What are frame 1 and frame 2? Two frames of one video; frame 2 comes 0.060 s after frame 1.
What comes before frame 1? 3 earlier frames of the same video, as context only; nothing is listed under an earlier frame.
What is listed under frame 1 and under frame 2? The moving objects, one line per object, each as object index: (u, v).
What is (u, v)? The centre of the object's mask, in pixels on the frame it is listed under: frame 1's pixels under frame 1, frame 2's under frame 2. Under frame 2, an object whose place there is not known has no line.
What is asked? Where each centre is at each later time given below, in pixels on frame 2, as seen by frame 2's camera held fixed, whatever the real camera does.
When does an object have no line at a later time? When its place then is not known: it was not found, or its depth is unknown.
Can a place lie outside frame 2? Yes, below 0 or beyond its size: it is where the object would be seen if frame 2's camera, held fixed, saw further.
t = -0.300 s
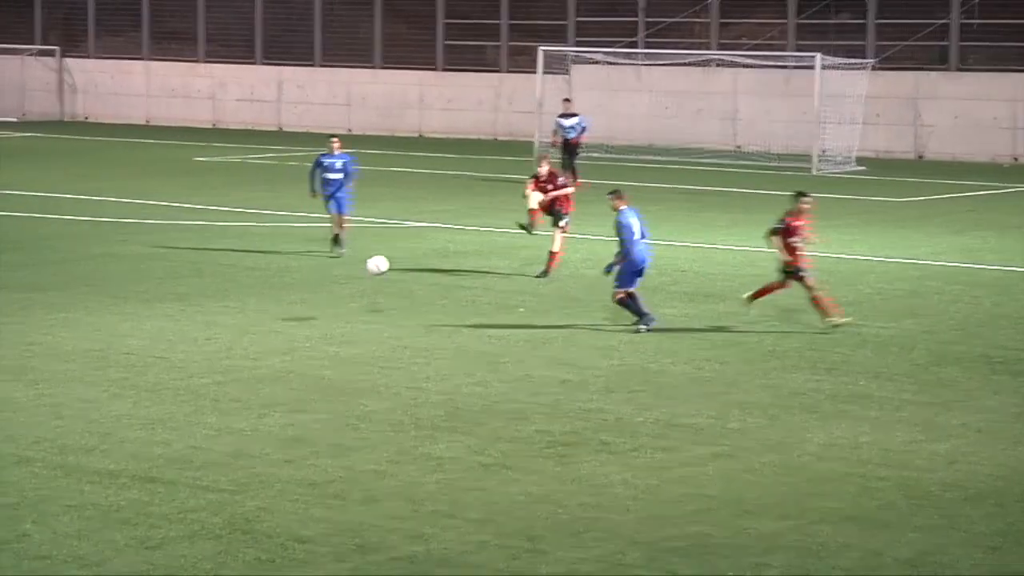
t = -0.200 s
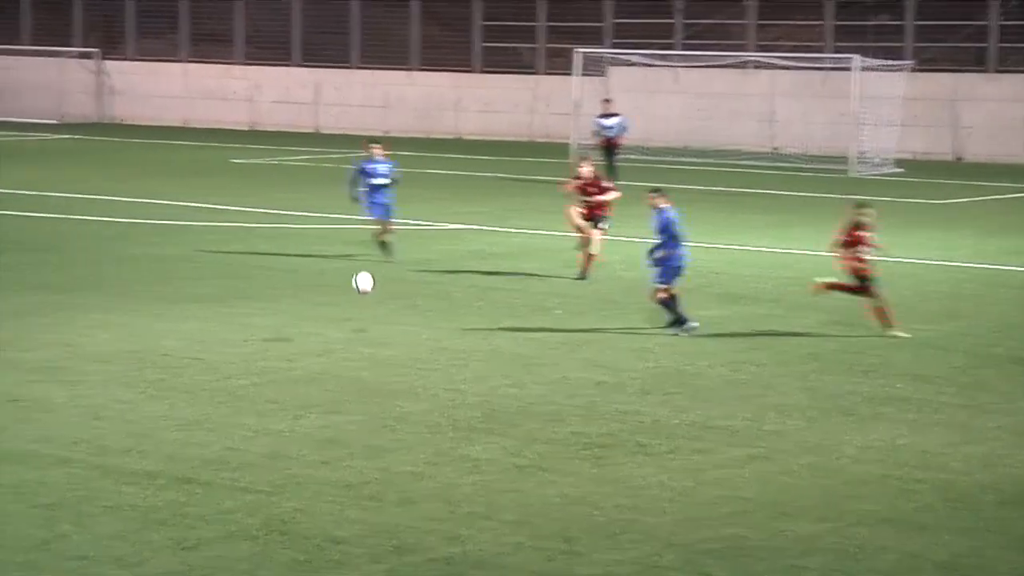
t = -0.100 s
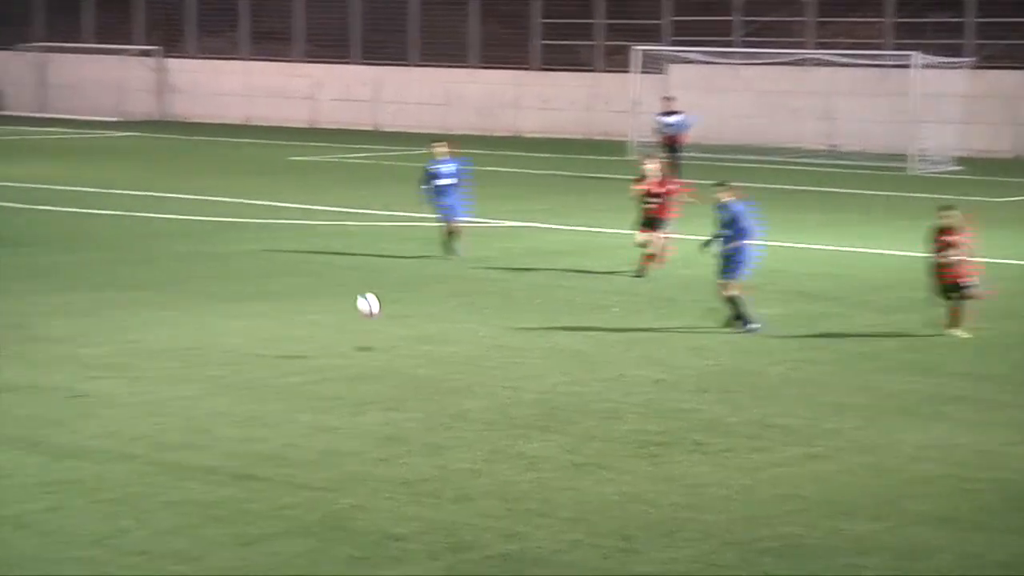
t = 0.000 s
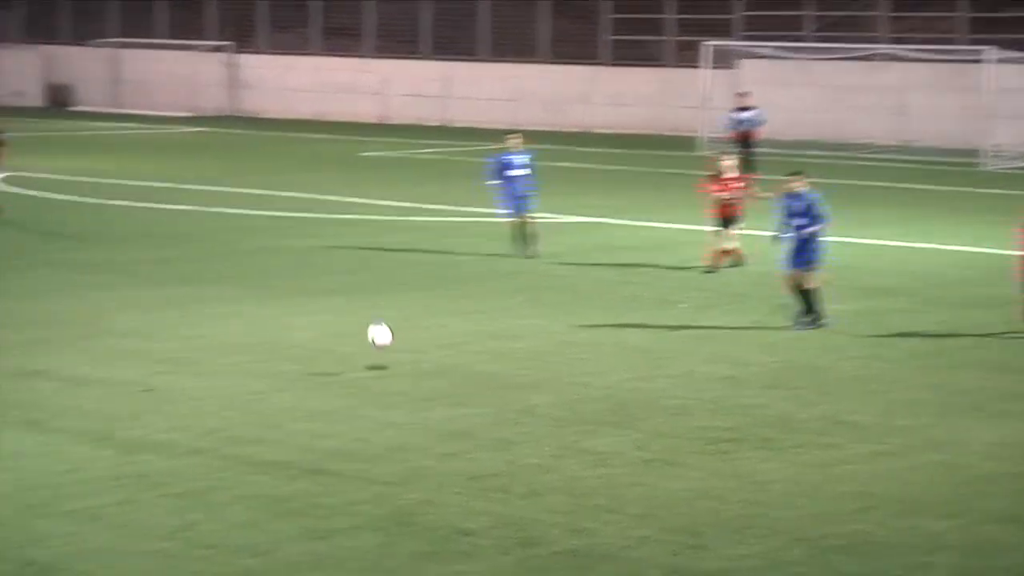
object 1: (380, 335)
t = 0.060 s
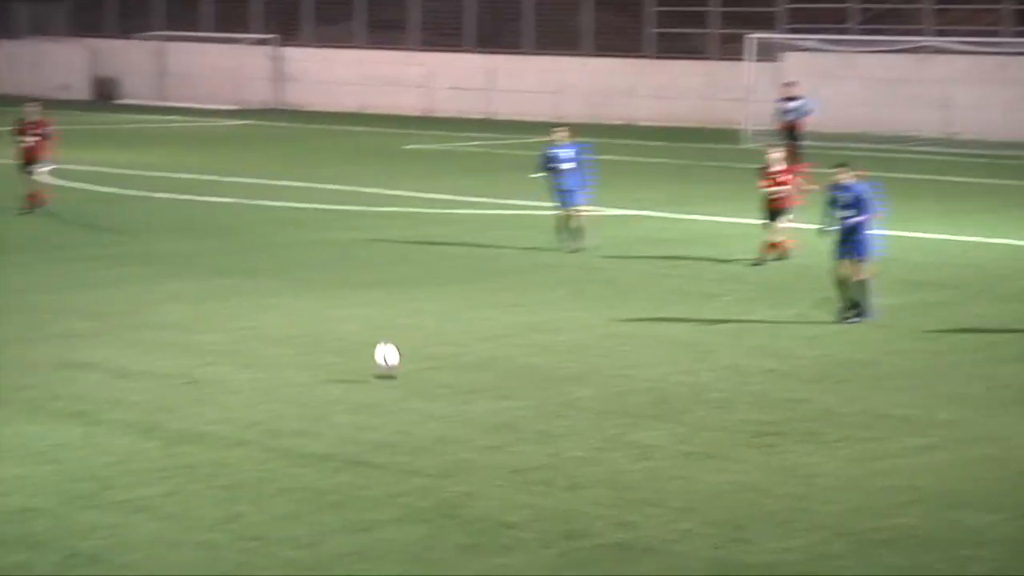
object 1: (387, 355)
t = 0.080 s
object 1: (377, 366)
